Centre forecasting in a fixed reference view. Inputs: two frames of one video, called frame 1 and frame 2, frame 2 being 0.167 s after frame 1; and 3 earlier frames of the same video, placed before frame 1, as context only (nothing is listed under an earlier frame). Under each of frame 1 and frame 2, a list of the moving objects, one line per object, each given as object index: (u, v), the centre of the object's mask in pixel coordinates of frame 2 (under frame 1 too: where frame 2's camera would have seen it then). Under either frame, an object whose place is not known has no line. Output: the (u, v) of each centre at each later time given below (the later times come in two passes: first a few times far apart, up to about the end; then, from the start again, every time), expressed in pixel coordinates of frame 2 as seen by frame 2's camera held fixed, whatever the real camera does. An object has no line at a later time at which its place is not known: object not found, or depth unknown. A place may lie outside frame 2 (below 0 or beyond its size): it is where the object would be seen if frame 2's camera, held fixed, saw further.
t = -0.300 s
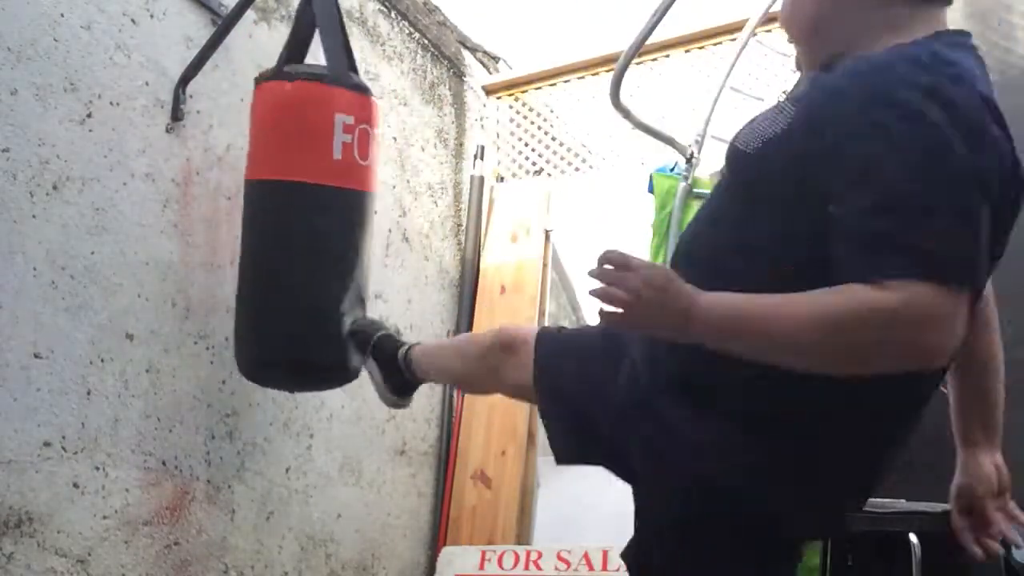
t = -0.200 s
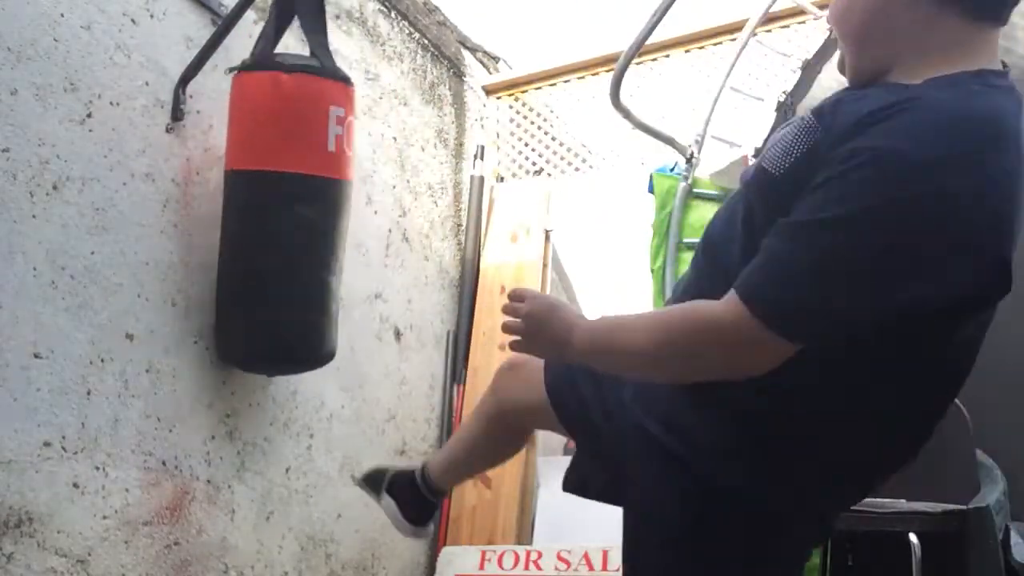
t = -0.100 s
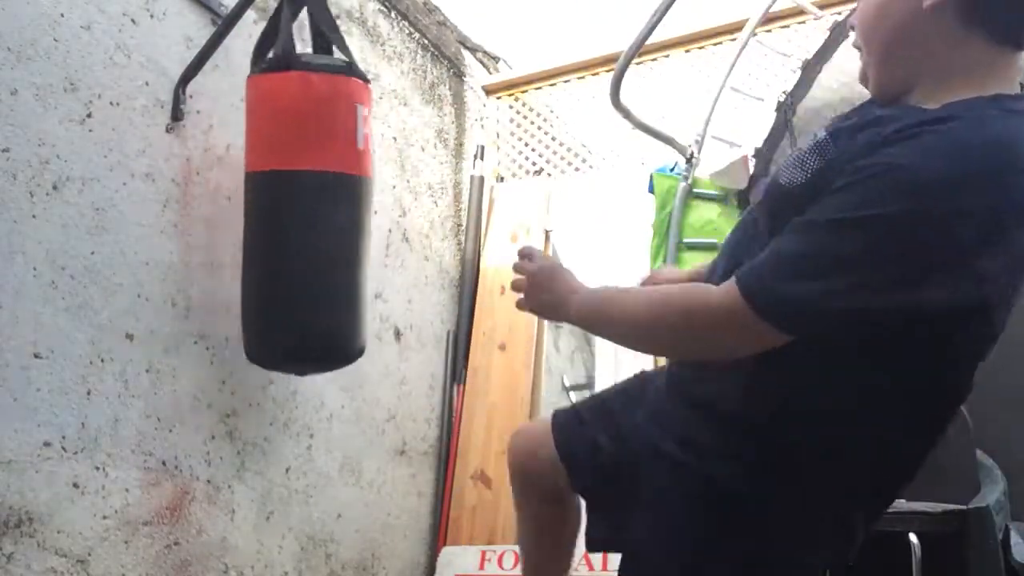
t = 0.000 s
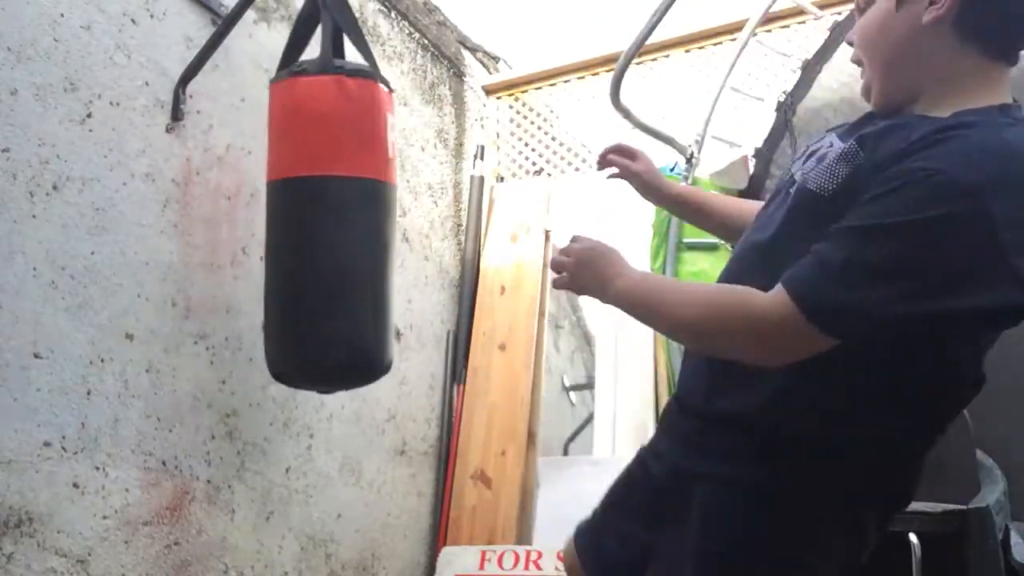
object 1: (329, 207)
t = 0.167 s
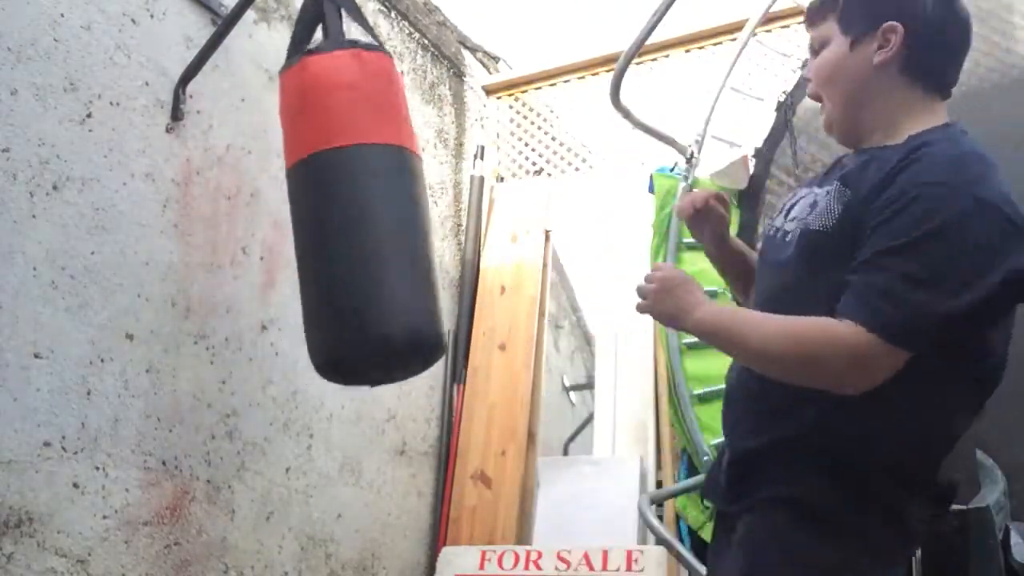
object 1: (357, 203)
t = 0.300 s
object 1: (373, 193)
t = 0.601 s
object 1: (347, 164)
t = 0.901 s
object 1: (273, 190)
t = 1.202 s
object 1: (264, 206)
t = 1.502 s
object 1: (318, 209)
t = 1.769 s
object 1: (366, 204)
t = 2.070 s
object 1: (367, 183)
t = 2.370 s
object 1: (294, 182)
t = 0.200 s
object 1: (362, 202)
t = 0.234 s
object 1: (367, 199)
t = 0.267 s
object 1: (370, 196)
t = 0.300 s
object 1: (373, 193)
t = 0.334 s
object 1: (375, 188)
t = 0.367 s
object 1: (375, 184)
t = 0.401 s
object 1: (375, 180)
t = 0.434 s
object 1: (373, 176)
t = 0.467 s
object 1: (371, 172)
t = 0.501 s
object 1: (366, 169)
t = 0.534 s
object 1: (360, 166)
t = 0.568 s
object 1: (354, 165)
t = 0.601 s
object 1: (347, 164)
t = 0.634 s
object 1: (338, 165)
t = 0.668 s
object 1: (329, 166)
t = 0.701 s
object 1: (320, 169)
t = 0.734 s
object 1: (311, 171)
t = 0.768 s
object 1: (302, 175)
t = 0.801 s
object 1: (293, 179)
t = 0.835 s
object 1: (285, 183)
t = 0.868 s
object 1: (279, 187)
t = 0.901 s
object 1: (273, 190)
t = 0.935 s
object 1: (267, 194)
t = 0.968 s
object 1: (263, 197)
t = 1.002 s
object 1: (260, 200)
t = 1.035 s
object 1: (258, 203)
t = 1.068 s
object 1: (258, 205)
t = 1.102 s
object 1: (258, 207)
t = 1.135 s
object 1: (259, 206)
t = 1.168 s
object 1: (260, 209)
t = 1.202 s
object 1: (264, 206)
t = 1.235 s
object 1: (266, 206)
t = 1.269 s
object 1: (271, 206)
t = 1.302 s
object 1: (277, 208)
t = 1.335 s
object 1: (284, 207)
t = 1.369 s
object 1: (291, 208)
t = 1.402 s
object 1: (297, 208)
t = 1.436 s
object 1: (304, 209)
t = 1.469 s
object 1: (311, 209)
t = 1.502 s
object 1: (318, 209)
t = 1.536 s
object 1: (325, 209)
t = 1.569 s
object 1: (331, 209)
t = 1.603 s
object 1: (338, 209)
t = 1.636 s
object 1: (344, 208)
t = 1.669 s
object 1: (350, 207)
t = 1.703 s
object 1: (356, 207)
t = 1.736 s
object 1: (361, 206)
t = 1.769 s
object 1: (366, 204)
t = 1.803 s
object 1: (370, 203)
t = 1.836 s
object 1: (373, 200)
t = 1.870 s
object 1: (375, 198)
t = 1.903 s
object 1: (377, 196)
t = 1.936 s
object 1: (377, 194)
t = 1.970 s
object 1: (376, 191)
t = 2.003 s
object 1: (375, 188)
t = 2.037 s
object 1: (371, 185)
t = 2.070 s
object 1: (367, 183)
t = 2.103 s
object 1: (362, 181)
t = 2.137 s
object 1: (356, 179)
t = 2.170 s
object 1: (348, 178)
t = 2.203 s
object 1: (340, 177)
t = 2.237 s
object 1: (331, 177)
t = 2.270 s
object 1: (322, 178)
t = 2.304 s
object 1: (312, 178)
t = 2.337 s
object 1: (303, 180)
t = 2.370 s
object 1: (294, 182)
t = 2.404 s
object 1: (285, 184)
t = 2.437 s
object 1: (277, 186)
